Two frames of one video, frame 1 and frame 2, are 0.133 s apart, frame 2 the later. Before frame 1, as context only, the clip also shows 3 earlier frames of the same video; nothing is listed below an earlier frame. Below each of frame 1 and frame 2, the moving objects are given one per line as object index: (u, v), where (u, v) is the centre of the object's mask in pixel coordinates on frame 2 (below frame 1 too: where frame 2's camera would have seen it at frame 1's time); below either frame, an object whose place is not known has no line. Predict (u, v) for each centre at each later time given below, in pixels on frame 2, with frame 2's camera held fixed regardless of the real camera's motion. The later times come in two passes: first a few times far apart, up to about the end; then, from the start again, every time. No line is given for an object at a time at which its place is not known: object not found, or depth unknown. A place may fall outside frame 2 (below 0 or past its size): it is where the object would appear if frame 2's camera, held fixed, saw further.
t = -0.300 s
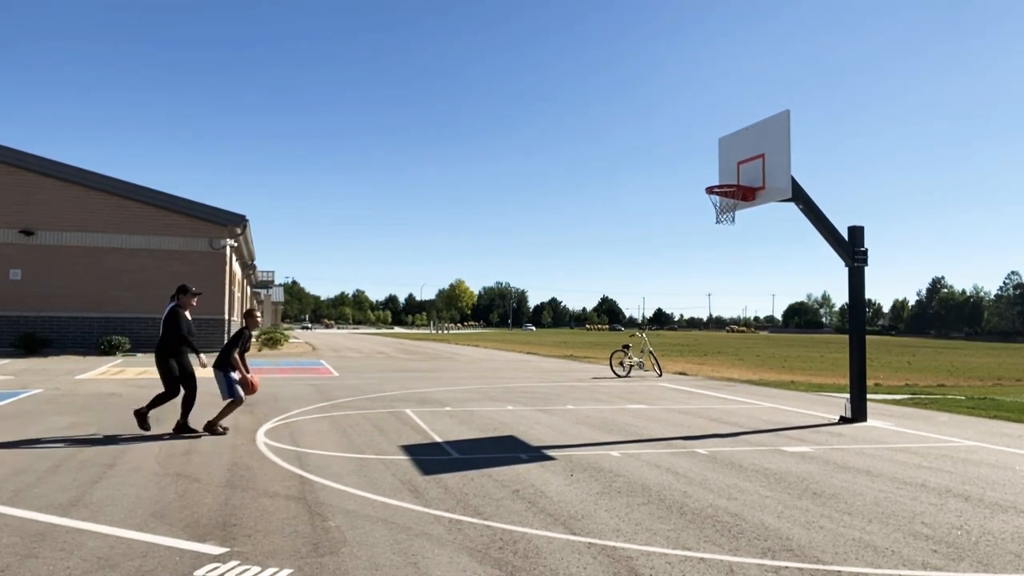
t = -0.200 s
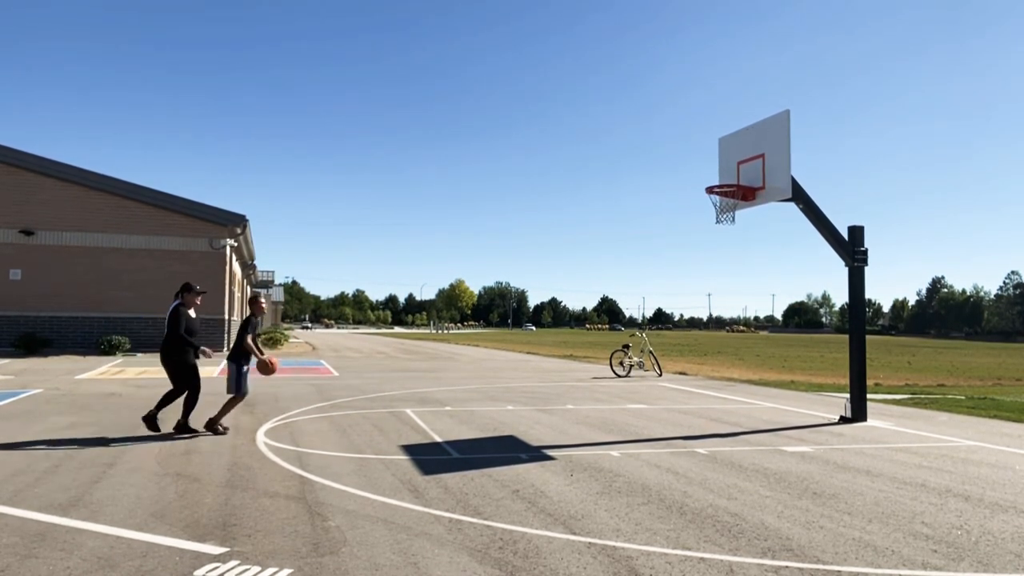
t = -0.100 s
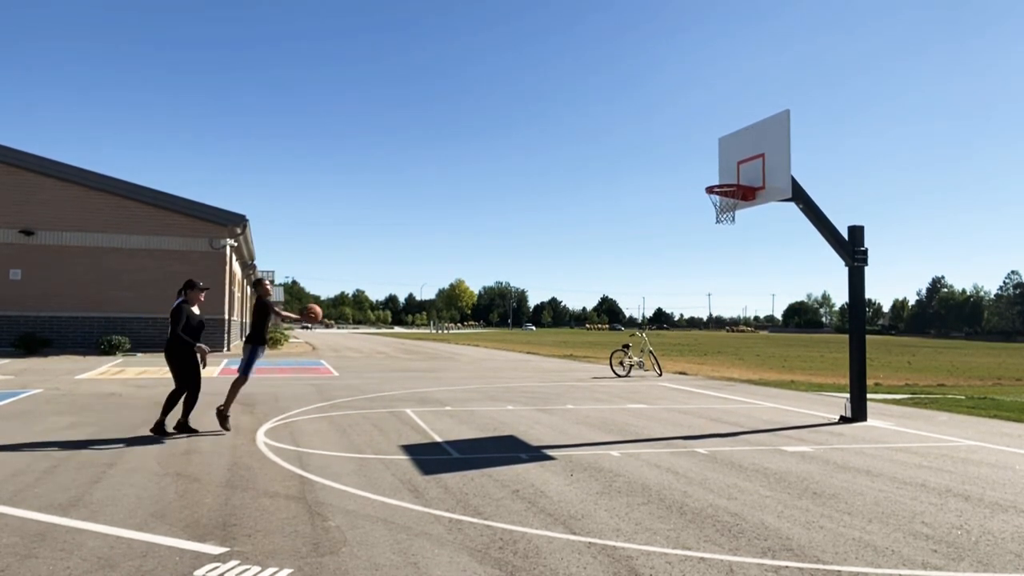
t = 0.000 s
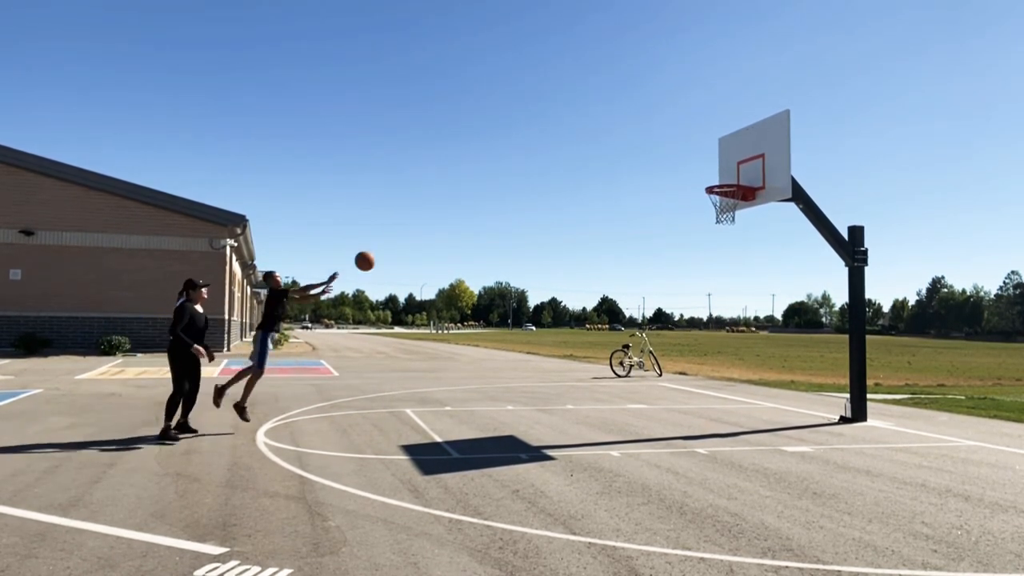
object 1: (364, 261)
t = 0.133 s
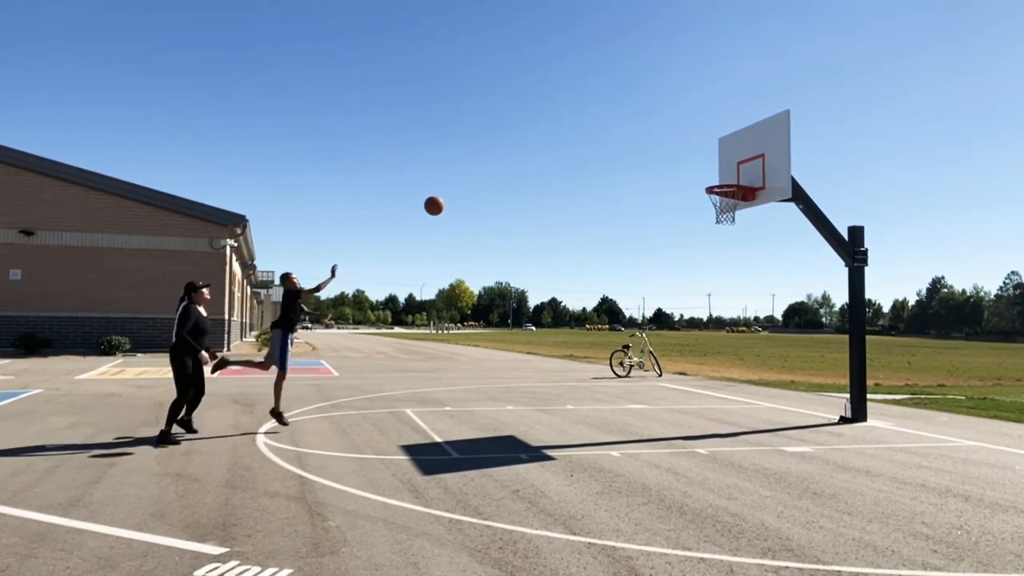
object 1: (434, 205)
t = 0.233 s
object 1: (482, 175)
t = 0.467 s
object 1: (587, 136)
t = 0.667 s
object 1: (669, 136)
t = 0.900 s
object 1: (720, 170)
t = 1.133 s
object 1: (645, 174)
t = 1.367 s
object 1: (567, 198)
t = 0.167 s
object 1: (450, 194)
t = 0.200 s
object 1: (466, 184)
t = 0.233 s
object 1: (482, 175)
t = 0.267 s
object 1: (498, 167)
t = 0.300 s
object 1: (514, 159)
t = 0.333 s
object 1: (528, 153)
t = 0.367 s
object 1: (544, 147)
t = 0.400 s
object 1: (558, 143)
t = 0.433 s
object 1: (573, 139)
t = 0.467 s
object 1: (587, 136)
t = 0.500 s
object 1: (601, 134)
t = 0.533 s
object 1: (615, 133)
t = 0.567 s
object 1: (629, 132)
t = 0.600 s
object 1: (643, 133)
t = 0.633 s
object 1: (656, 134)
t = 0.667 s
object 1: (669, 136)
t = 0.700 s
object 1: (682, 139)
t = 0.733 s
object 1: (695, 142)
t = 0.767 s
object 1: (708, 146)
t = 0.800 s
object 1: (720, 151)
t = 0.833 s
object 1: (733, 157)
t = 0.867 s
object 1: (730, 163)
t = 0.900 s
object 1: (720, 170)
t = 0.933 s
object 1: (710, 179)
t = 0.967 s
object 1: (700, 181)
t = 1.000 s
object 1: (689, 178)
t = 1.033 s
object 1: (678, 176)
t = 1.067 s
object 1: (667, 174)
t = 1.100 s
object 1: (656, 174)
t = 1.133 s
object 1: (645, 174)
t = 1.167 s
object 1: (634, 175)
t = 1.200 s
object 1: (623, 176)
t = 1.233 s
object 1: (612, 179)
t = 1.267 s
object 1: (600, 182)
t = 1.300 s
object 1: (589, 187)
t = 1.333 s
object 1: (578, 192)
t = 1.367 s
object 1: (567, 198)
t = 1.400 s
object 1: (556, 204)
